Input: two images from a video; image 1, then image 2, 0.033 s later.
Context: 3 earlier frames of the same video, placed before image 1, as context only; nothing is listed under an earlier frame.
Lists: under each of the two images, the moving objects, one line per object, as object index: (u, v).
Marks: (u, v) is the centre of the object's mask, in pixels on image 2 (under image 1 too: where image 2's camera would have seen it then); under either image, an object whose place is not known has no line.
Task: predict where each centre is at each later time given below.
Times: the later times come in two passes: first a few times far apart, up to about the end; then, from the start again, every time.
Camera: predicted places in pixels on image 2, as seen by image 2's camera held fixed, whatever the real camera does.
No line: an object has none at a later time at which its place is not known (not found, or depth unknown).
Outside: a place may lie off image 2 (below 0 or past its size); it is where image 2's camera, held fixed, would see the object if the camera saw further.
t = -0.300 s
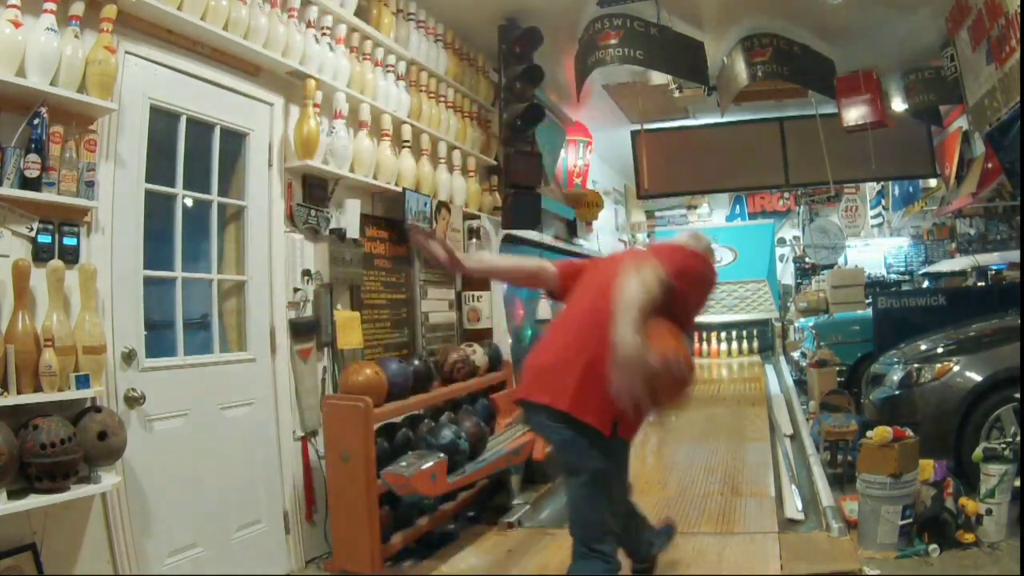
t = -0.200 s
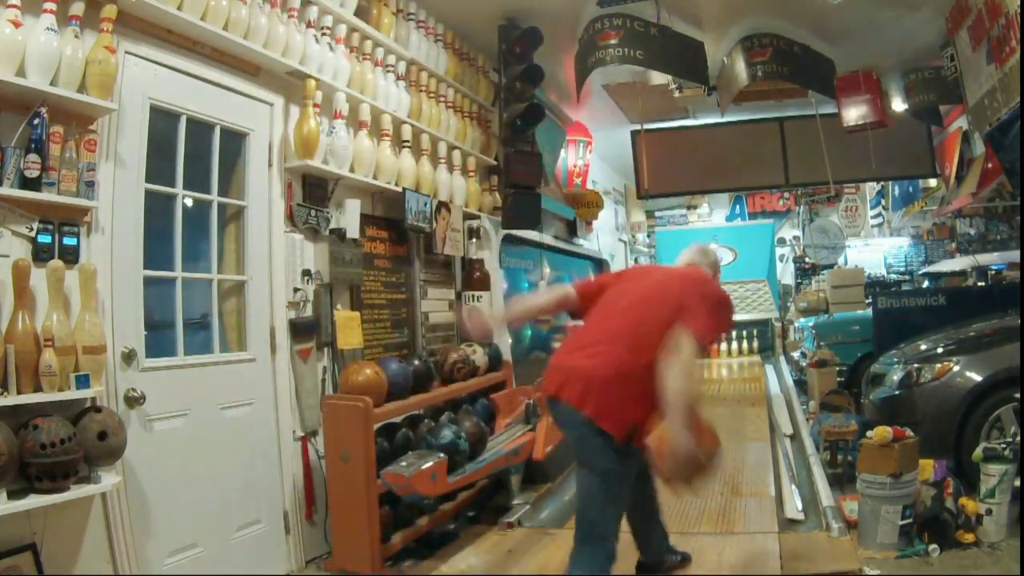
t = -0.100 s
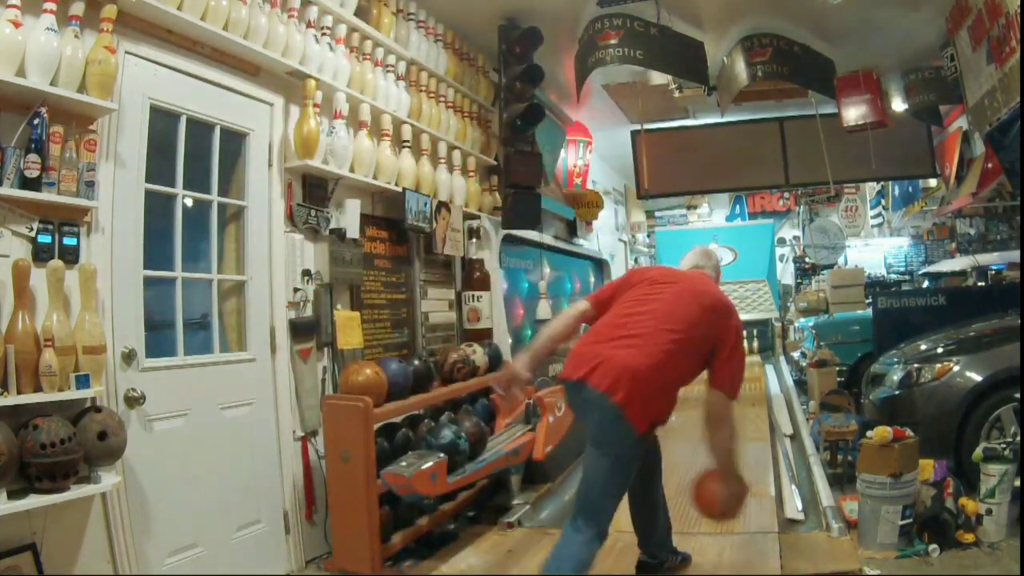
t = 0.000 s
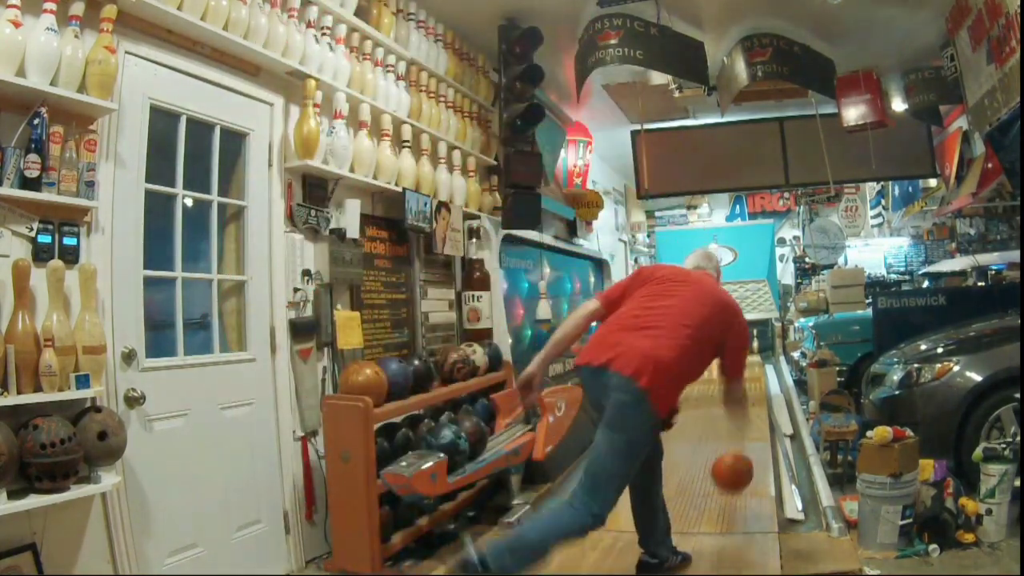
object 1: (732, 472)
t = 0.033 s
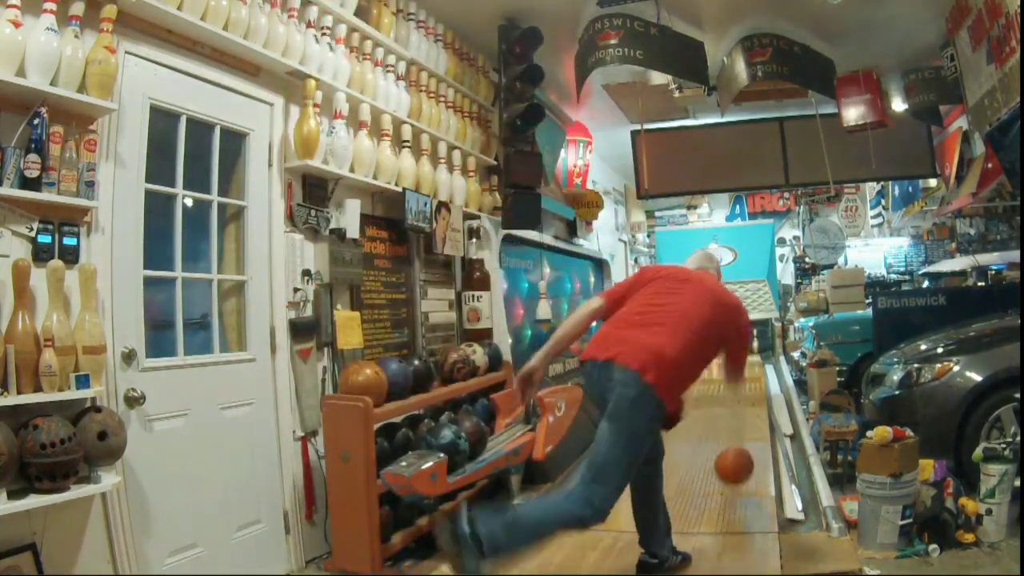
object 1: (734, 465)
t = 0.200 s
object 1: (738, 428)
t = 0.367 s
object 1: (737, 398)
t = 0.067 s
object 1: (736, 462)
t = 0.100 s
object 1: (737, 461)
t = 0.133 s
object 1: (738, 447)
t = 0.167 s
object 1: (738, 436)
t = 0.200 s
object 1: (738, 428)
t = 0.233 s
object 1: (738, 423)
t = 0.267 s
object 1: (738, 417)
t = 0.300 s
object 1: (738, 410)
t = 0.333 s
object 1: (737, 404)
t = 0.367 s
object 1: (737, 398)
